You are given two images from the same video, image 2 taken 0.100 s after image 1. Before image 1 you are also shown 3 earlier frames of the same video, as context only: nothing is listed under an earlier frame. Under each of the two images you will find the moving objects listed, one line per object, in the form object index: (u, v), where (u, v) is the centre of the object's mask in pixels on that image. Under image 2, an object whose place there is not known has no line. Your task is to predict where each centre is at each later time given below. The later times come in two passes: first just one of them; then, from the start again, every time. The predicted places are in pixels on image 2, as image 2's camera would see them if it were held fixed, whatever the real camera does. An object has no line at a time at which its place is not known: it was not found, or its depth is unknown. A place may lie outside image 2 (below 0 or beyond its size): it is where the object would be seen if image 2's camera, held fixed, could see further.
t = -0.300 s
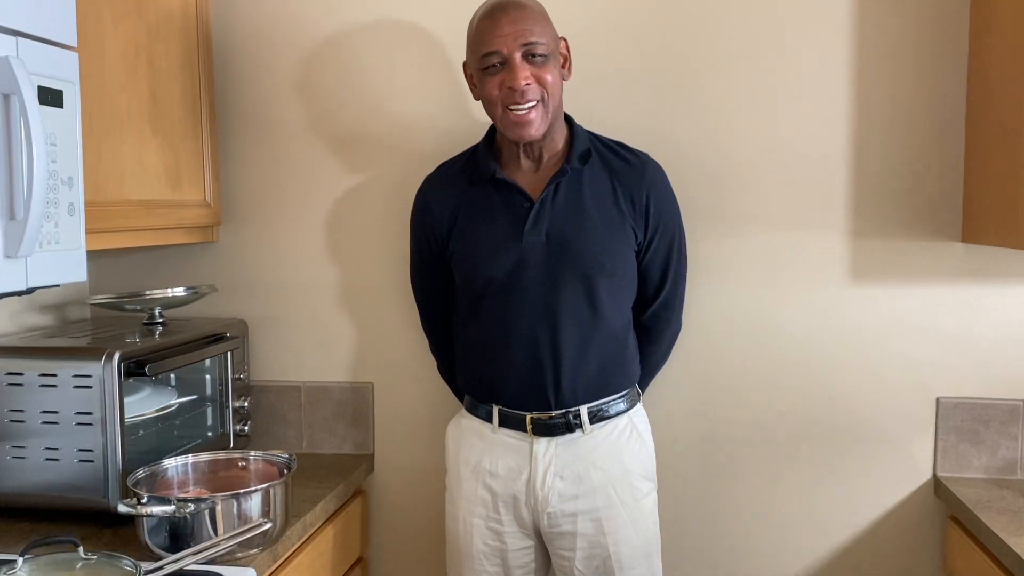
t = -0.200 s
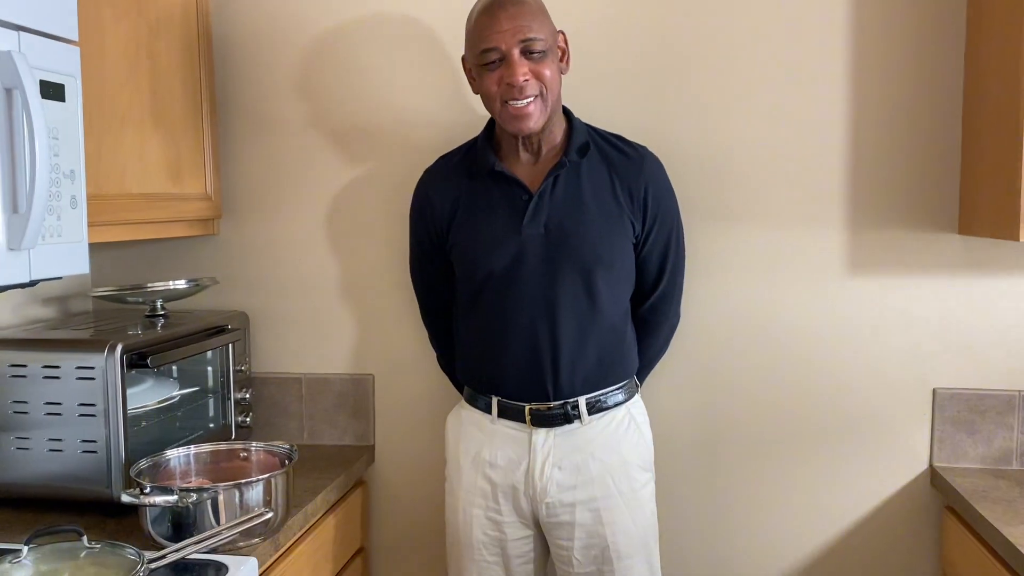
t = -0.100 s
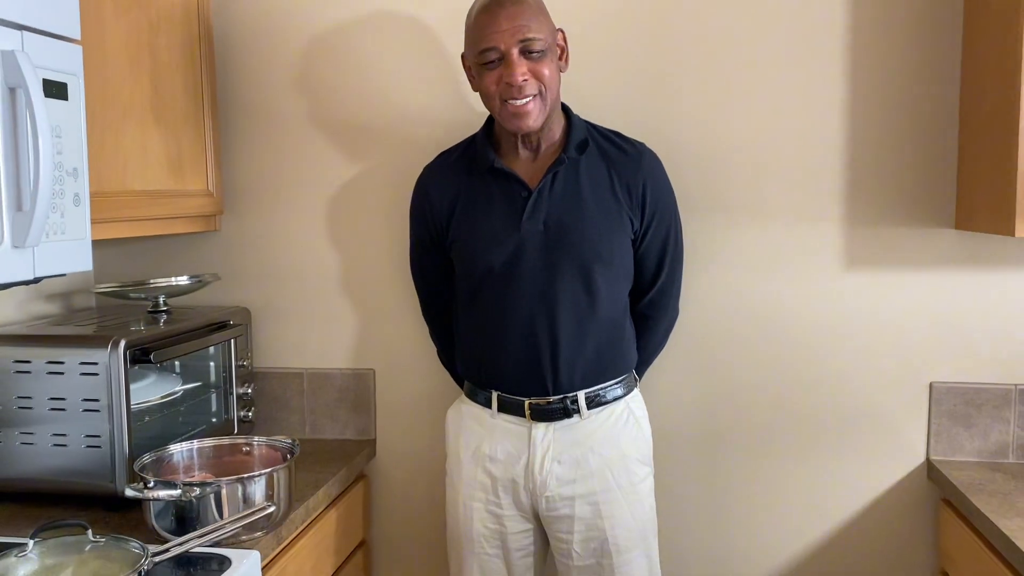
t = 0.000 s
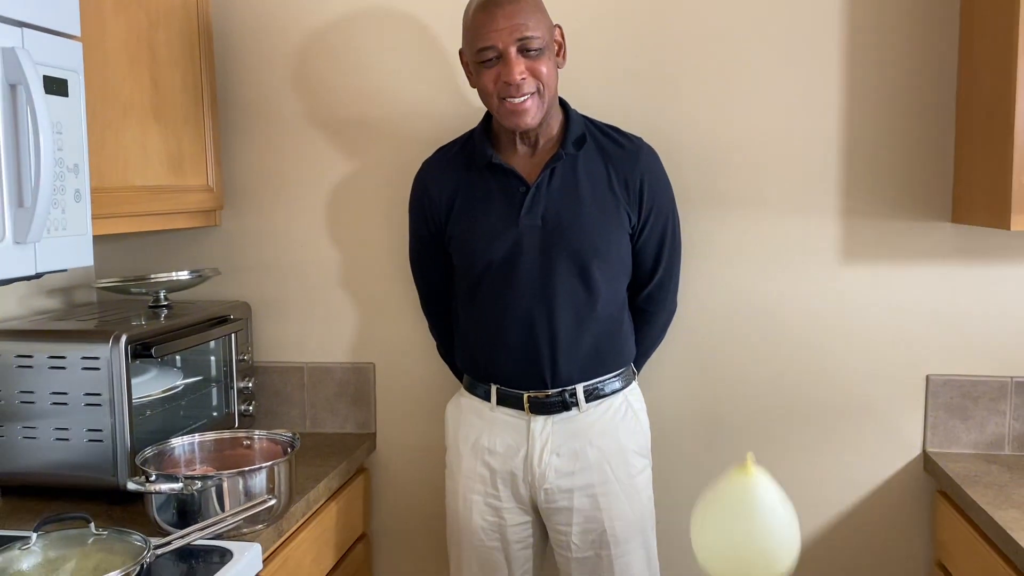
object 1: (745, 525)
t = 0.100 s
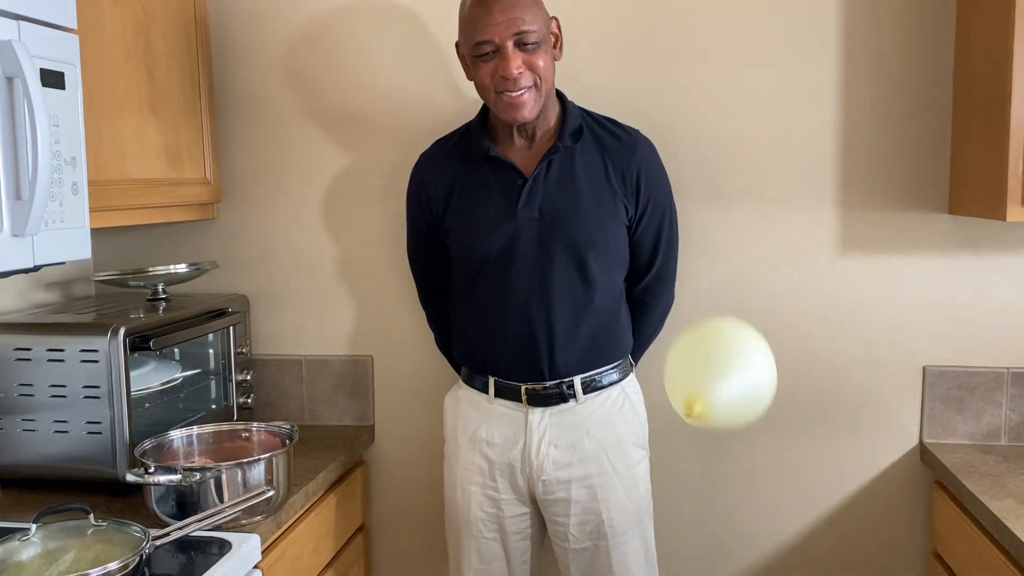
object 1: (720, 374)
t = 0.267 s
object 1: (678, 260)
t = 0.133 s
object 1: (710, 343)
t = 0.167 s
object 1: (700, 316)
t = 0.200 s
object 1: (692, 293)
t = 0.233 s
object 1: (685, 272)
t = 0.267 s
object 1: (678, 260)
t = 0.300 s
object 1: (670, 256)
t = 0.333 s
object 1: (662, 256)
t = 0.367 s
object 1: (654, 256)
